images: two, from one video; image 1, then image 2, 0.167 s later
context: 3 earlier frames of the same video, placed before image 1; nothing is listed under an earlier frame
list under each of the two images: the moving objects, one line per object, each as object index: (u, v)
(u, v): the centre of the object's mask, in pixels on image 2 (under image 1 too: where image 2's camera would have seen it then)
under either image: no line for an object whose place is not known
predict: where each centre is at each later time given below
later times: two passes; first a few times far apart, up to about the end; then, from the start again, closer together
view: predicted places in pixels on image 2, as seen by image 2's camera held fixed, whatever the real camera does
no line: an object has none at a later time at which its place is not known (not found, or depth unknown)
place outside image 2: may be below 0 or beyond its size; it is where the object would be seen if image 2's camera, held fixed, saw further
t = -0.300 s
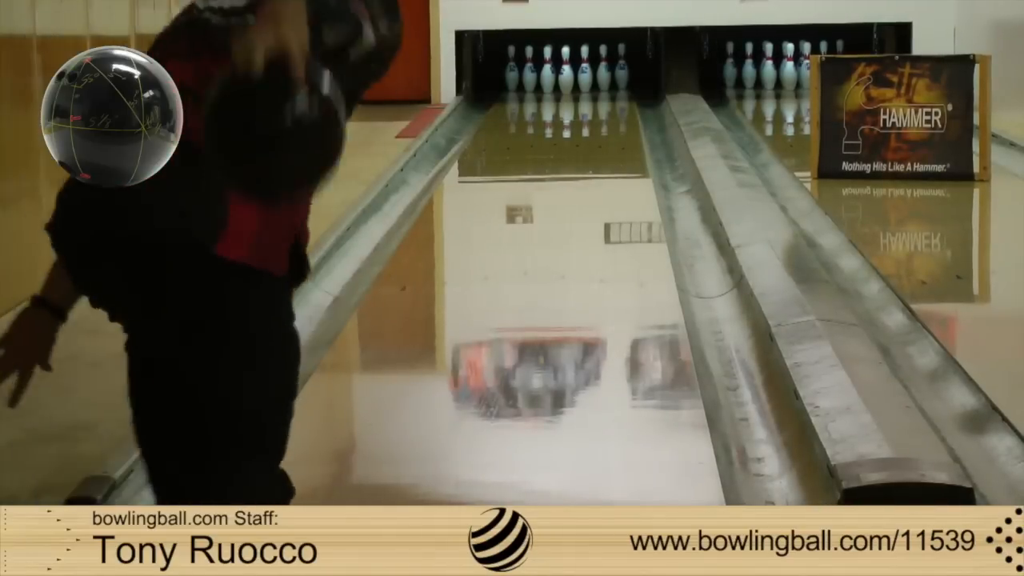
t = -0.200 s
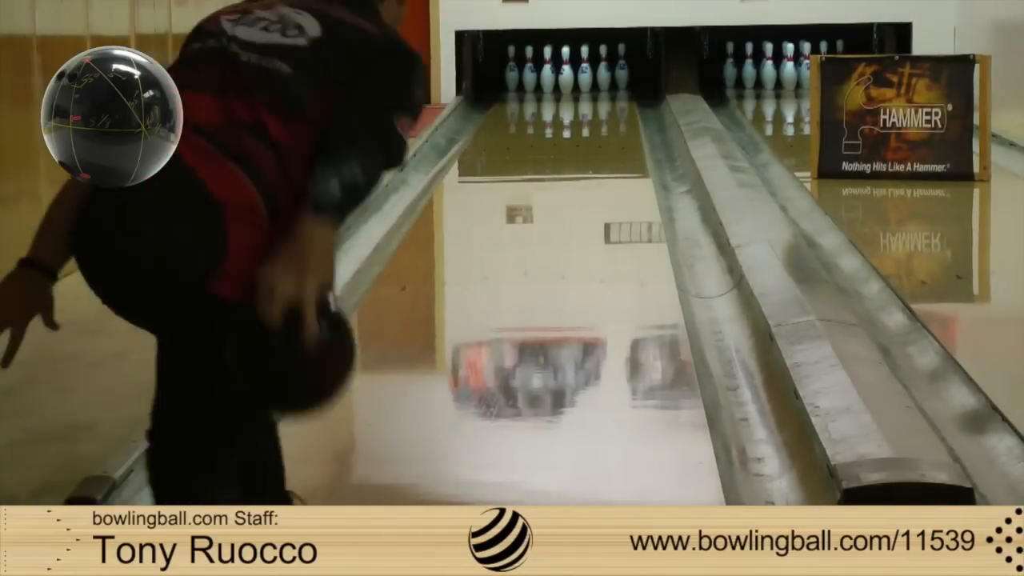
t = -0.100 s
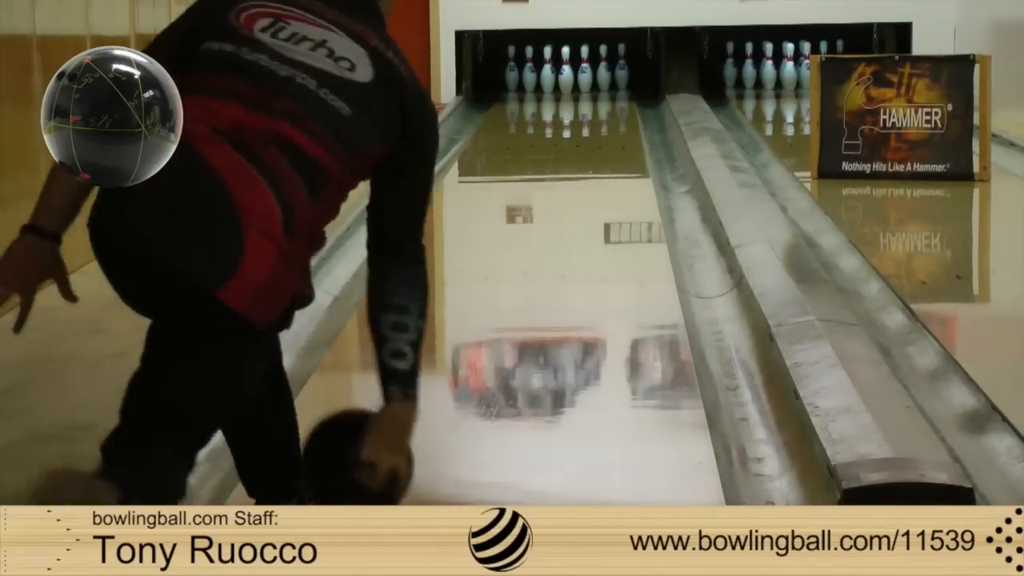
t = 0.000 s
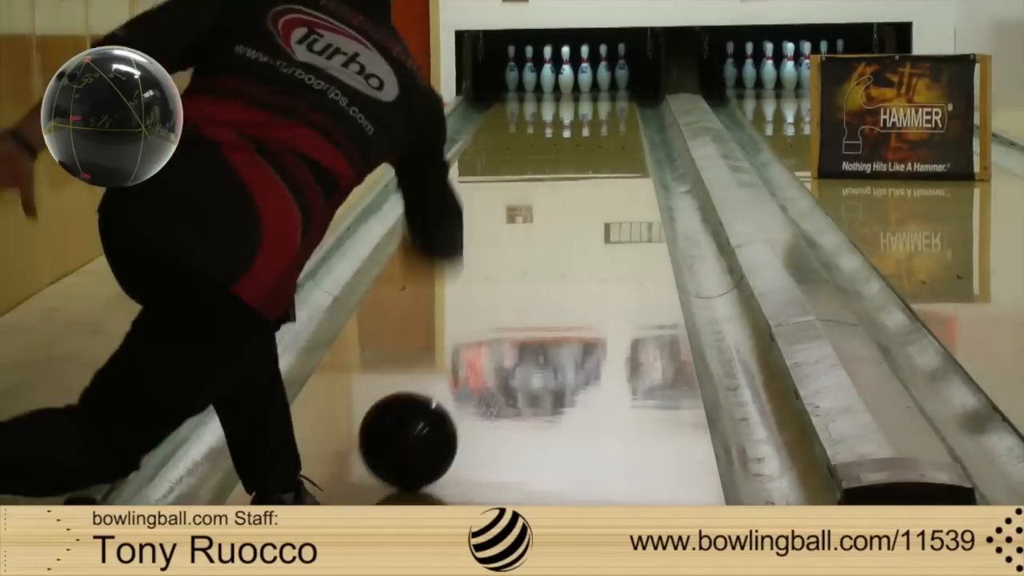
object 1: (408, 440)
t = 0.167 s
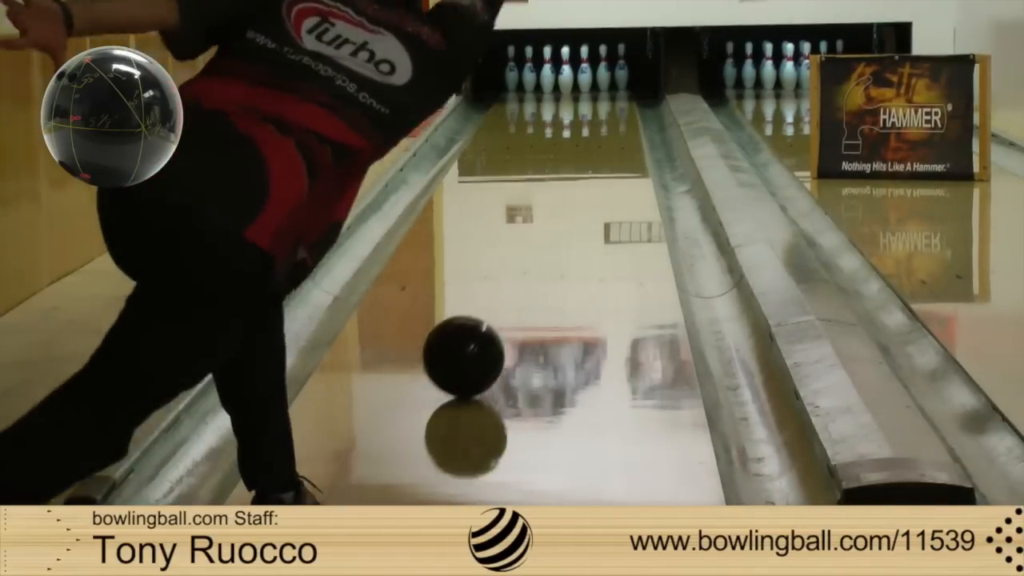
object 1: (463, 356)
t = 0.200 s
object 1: (472, 343)
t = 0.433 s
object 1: (519, 268)
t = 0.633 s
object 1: (546, 223)
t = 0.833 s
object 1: (566, 190)
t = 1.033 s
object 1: (580, 164)
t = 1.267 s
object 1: (591, 141)
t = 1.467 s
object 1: (597, 124)
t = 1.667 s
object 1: (600, 110)
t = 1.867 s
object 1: (598, 99)
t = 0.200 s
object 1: (472, 343)
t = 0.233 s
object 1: (480, 330)
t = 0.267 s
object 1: (488, 318)
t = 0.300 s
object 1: (495, 307)
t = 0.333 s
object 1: (501, 297)
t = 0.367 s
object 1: (508, 287)
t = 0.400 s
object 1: (513, 277)
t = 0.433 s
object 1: (519, 268)
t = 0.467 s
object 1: (524, 259)
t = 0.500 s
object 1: (529, 252)
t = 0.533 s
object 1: (534, 244)
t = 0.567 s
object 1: (537, 238)
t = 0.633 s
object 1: (546, 223)
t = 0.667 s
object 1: (550, 217)
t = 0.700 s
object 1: (553, 211)
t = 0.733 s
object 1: (557, 205)
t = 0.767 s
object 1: (560, 200)
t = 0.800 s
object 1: (563, 195)
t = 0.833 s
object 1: (566, 190)
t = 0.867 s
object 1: (568, 185)
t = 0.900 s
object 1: (571, 181)
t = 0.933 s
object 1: (573, 177)
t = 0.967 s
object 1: (575, 172)
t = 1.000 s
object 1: (578, 168)
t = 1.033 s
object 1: (580, 164)
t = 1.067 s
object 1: (581, 161)
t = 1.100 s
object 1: (583, 157)
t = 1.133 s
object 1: (585, 154)
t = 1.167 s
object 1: (587, 150)
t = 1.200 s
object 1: (589, 147)
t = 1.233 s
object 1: (590, 144)
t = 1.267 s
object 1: (591, 141)
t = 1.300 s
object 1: (593, 138)
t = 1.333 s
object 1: (594, 135)
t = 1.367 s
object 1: (595, 132)
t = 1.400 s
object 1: (596, 130)
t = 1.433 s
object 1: (597, 127)
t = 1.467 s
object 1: (597, 124)
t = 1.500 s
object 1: (598, 122)
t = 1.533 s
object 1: (599, 119)
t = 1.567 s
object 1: (600, 117)
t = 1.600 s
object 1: (601, 113)
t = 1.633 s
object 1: (604, 115)
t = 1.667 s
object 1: (600, 110)
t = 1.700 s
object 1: (601, 108)
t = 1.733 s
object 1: (600, 106)
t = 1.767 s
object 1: (600, 104)
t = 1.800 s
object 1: (599, 103)
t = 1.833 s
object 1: (599, 101)
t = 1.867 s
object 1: (598, 99)
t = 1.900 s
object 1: (597, 98)
